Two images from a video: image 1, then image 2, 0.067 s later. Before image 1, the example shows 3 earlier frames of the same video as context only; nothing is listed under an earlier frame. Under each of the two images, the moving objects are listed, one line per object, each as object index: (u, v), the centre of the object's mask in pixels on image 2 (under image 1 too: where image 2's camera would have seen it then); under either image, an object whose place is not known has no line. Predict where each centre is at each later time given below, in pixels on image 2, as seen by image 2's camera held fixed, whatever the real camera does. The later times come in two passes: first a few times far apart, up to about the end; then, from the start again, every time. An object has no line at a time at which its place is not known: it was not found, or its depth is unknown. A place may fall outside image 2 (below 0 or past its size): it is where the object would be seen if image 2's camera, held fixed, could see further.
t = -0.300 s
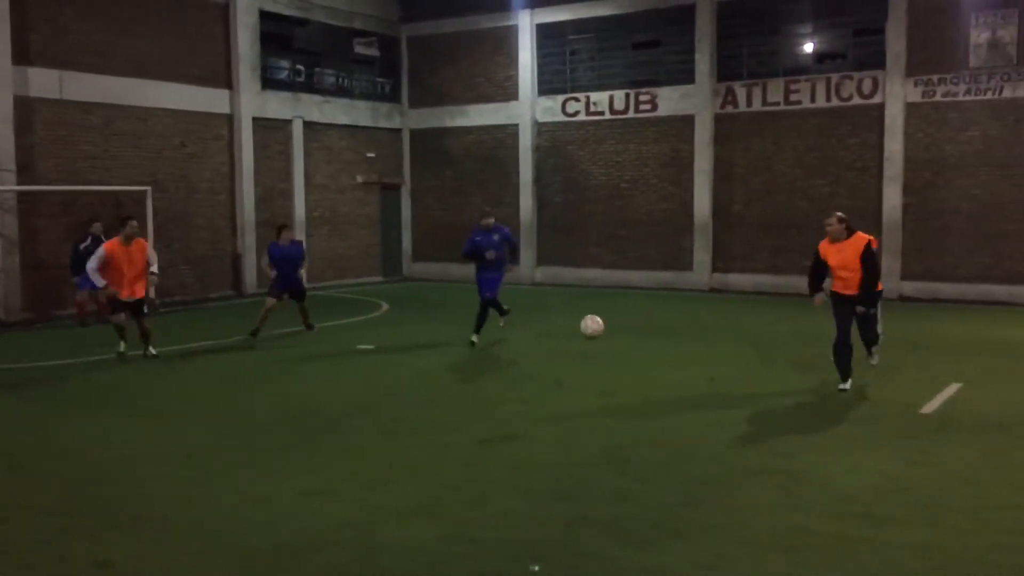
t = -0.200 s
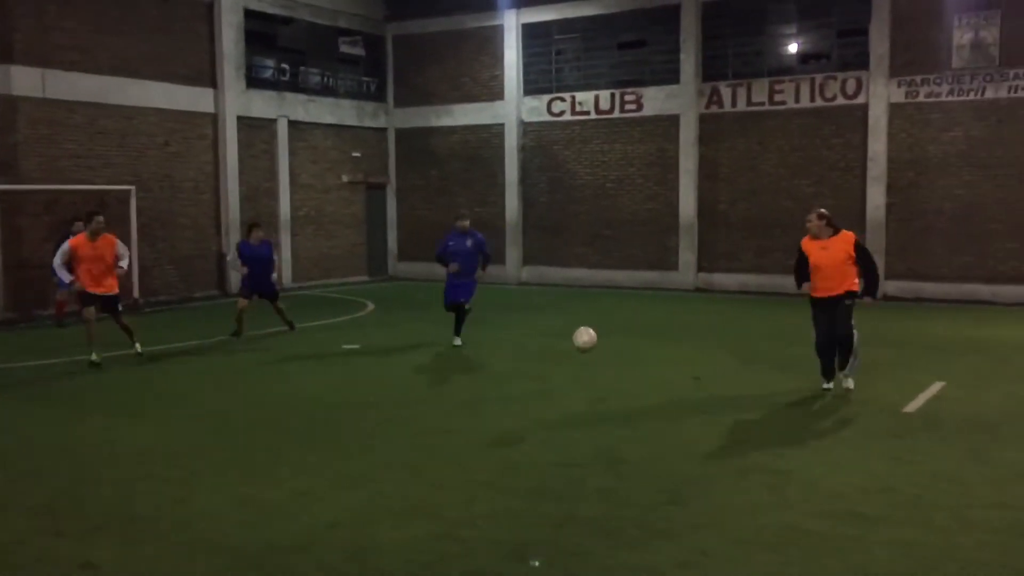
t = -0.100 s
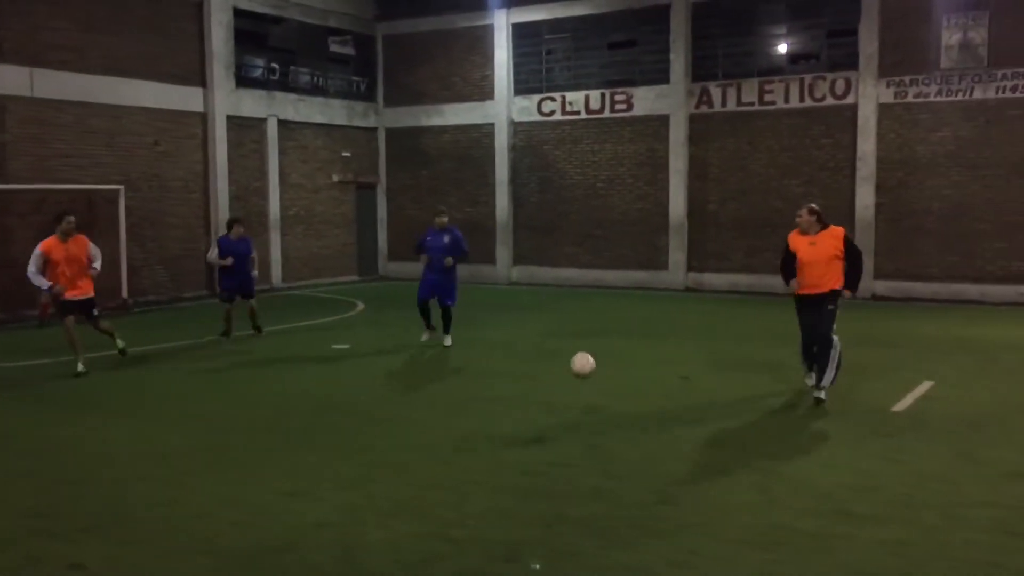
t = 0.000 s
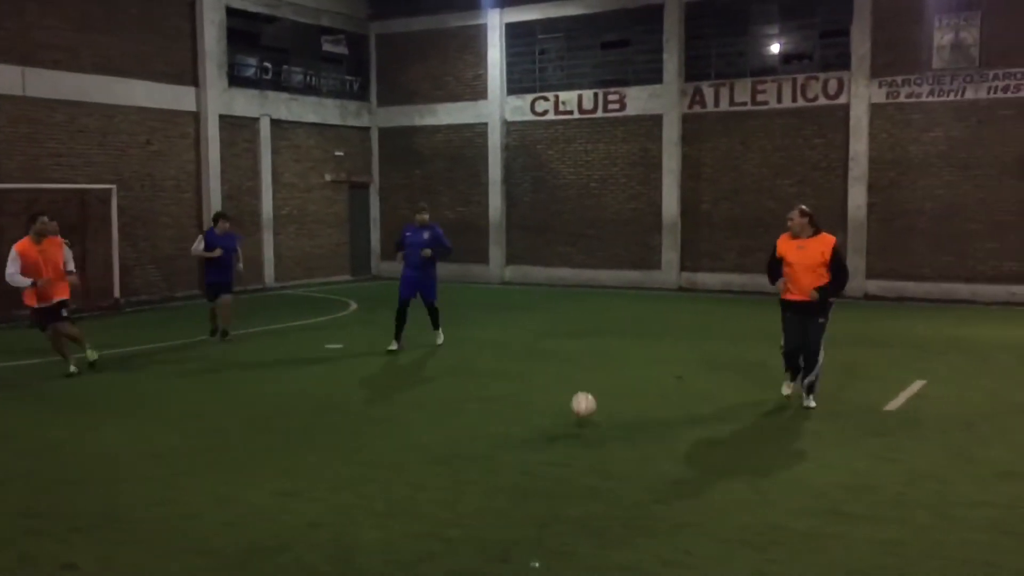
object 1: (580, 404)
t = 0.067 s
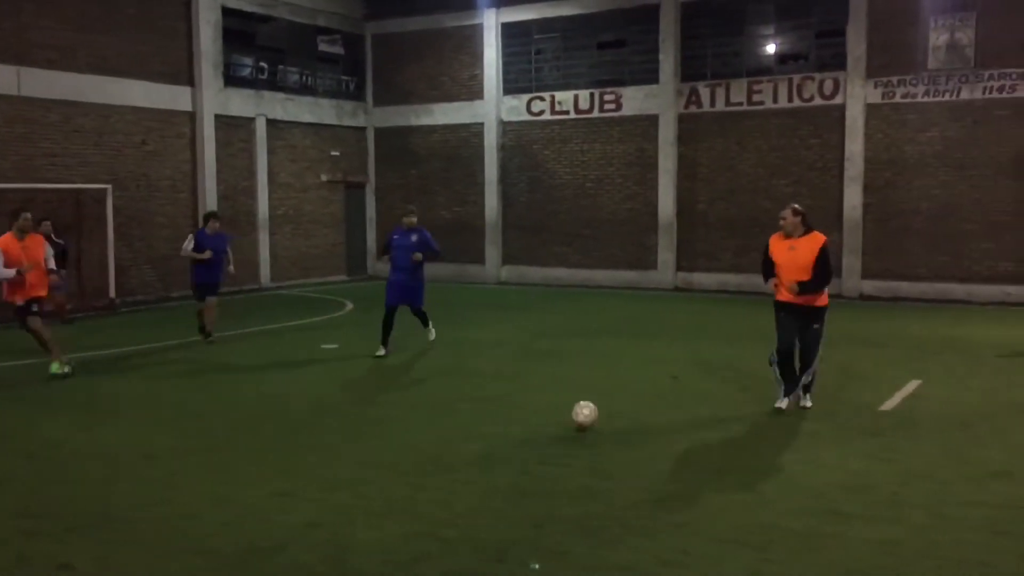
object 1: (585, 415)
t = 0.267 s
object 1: (602, 412)
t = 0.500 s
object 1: (622, 446)
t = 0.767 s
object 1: (649, 475)
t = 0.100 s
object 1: (588, 410)
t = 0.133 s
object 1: (591, 408)
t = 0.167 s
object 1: (593, 407)
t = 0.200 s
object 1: (595, 406)
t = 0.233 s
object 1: (599, 409)
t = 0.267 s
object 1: (602, 412)
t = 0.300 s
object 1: (604, 416)
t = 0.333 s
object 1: (607, 423)
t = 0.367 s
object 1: (610, 430)
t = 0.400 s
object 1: (614, 441)
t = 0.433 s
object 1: (616, 445)
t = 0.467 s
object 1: (618, 445)
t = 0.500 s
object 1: (622, 446)
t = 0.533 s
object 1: (625, 448)
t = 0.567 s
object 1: (629, 452)
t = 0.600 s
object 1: (633, 458)
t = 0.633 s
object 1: (637, 463)
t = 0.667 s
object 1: (639, 464)
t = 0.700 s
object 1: (642, 467)
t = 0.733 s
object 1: (645, 472)
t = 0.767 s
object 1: (649, 475)
